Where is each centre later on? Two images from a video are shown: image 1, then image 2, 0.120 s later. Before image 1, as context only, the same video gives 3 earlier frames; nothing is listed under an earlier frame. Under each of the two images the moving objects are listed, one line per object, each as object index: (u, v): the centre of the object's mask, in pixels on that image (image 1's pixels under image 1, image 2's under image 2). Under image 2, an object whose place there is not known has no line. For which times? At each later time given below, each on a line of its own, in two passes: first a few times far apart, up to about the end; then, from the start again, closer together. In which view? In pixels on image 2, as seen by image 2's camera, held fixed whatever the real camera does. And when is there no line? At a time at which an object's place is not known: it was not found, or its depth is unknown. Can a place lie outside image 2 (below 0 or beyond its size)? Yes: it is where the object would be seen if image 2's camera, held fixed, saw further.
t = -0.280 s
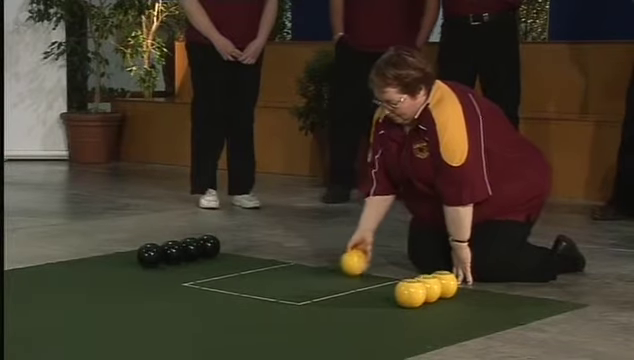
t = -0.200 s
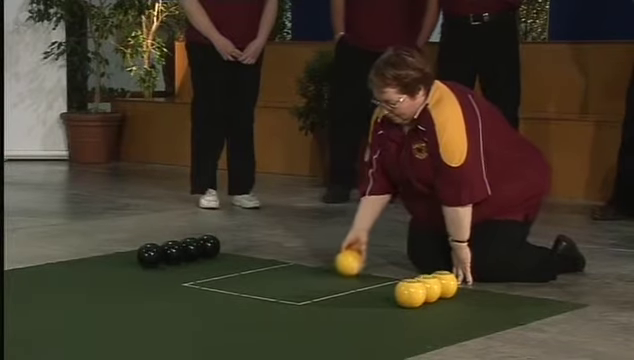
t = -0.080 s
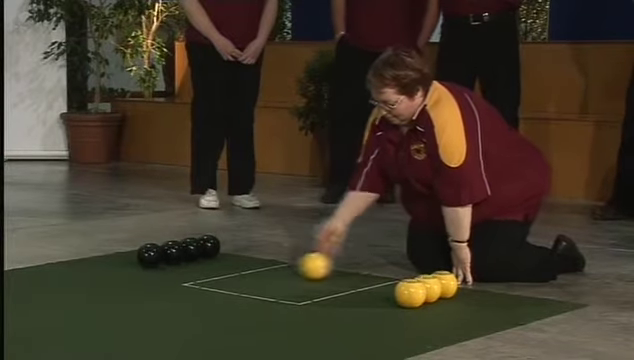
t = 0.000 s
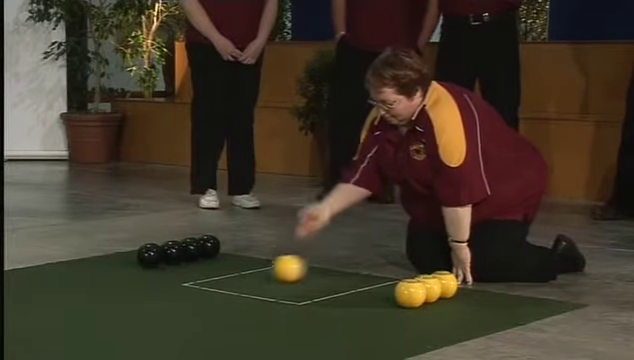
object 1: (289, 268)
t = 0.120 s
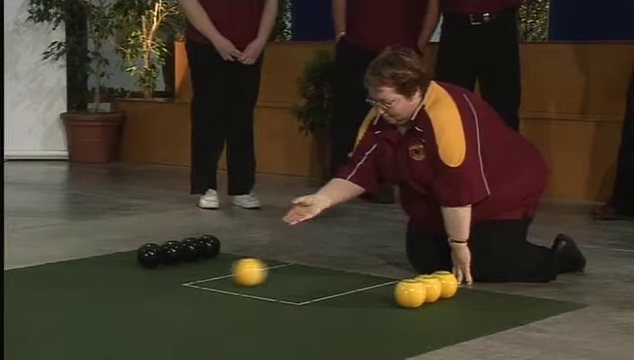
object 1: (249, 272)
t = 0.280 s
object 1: (193, 278)
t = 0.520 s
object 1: (105, 287)
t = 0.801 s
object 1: (21, 290)
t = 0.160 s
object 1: (234, 274)
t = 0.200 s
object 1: (222, 276)
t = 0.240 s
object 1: (207, 277)
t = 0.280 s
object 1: (193, 278)
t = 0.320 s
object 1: (182, 280)
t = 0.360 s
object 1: (165, 282)
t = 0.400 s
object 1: (156, 283)
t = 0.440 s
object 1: (143, 285)
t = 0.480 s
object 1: (120, 287)
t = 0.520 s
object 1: (105, 287)
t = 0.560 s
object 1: (90, 289)
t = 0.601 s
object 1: (77, 290)
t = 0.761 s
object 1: (30, 290)
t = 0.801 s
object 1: (21, 290)
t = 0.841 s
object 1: (13, 293)
